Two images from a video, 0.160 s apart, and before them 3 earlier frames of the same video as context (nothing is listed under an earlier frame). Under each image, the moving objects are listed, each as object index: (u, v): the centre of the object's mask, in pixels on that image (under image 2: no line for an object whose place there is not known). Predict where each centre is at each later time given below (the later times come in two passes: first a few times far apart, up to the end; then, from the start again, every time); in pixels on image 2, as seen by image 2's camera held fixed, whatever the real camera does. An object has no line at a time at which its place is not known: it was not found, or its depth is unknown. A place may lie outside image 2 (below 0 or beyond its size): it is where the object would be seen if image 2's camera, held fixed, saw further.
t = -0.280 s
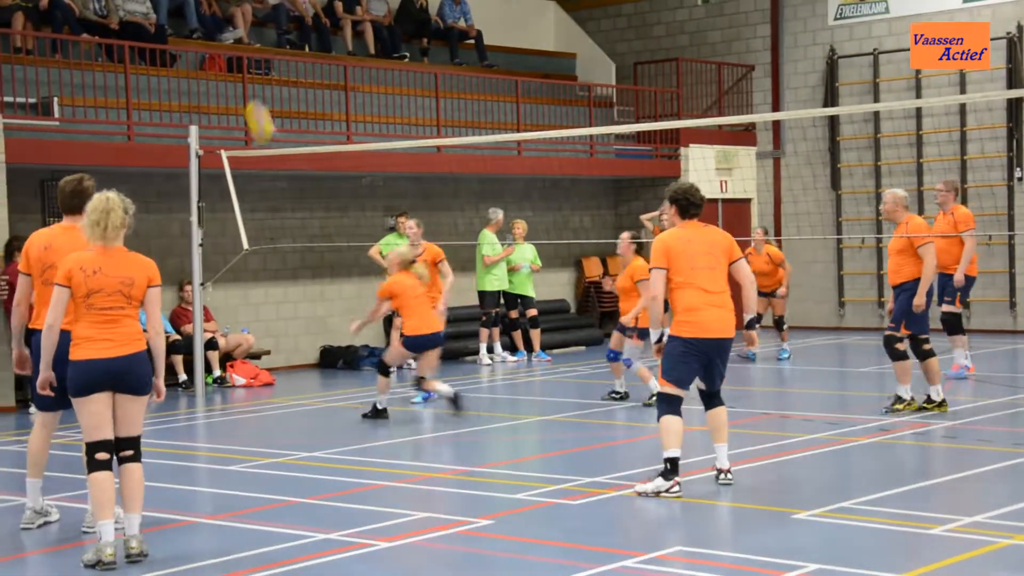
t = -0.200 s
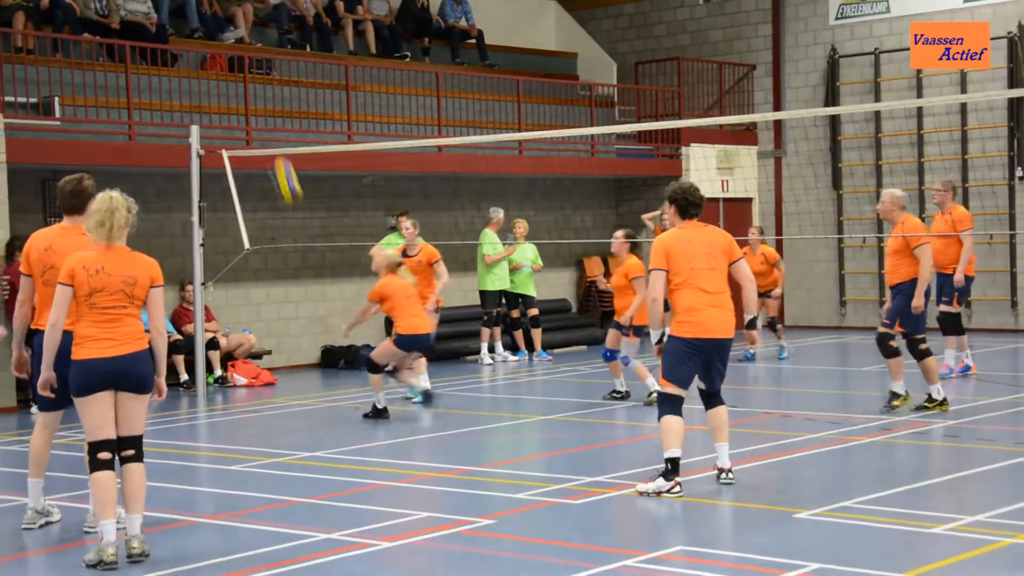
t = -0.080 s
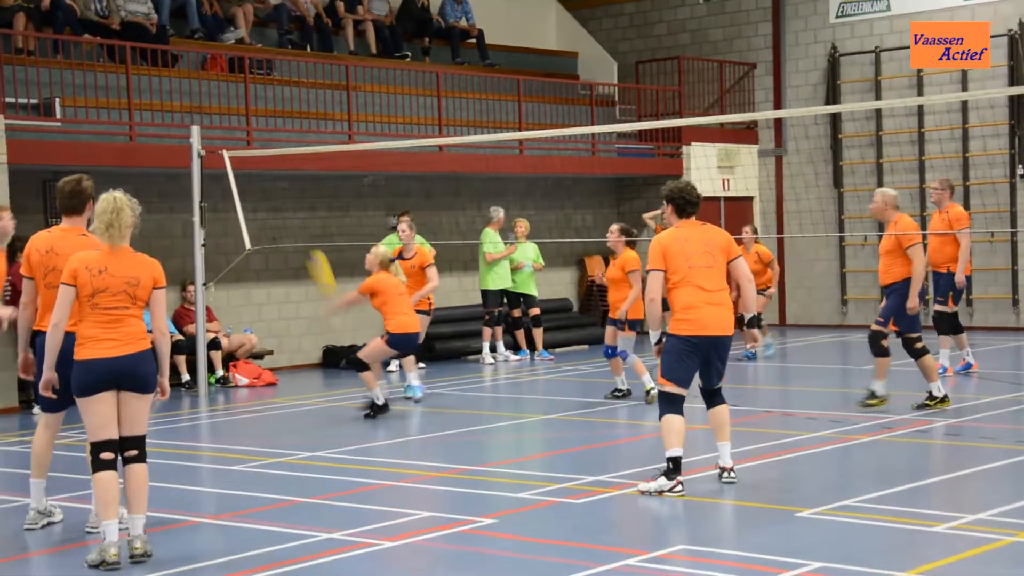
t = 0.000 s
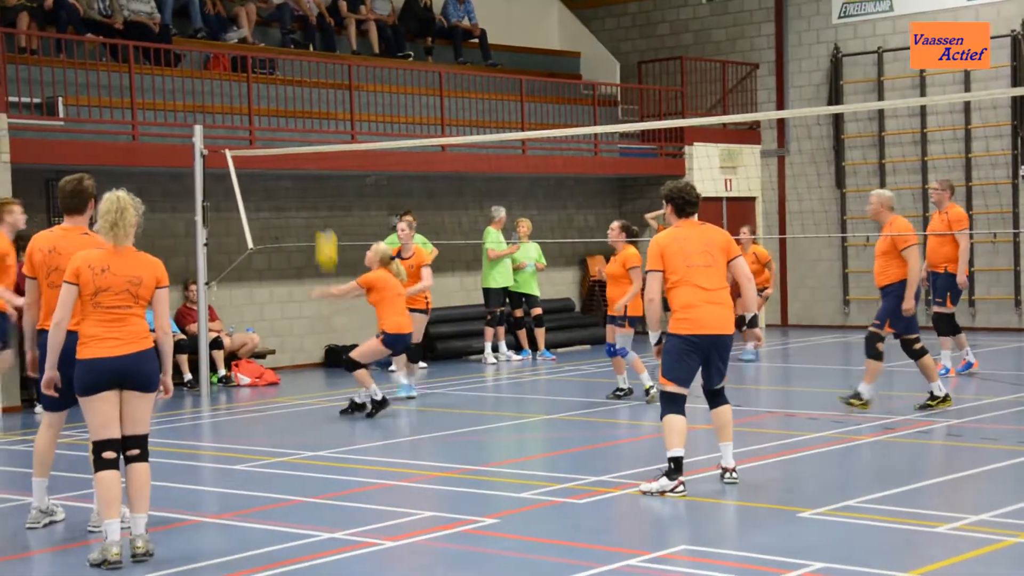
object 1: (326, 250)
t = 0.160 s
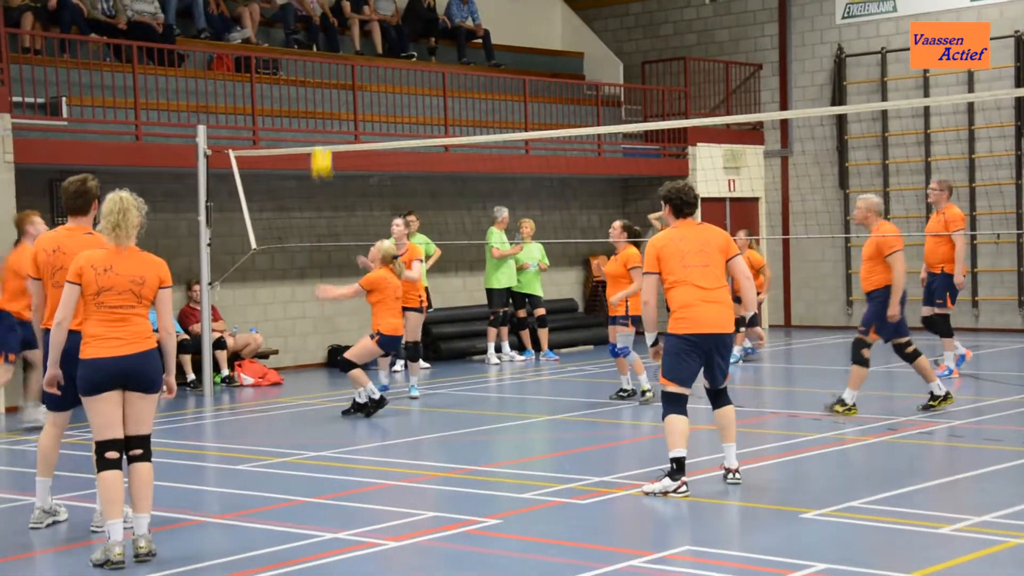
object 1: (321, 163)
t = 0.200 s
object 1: (319, 145)
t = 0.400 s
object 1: (311, 87)
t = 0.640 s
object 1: (302, 74)
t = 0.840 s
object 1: (297, 110)
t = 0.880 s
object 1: (296, 123)
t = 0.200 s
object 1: (319, 145)
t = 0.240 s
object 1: (317, 129)
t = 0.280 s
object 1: (315, 116)
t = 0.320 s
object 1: (314, 104)
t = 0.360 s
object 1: (312, 95)
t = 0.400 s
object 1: (311, 87)
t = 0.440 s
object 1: (309, 81)
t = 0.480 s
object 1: (308, 76)
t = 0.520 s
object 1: (306, 74)
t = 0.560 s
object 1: (304, 73)
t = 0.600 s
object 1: (303, 72)
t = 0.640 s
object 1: (302, 74)
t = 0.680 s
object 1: (301, 77)
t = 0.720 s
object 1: (300, 84)
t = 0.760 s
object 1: (299, 91)
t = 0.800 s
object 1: (298, 100)
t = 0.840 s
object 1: (297, 110)
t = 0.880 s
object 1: (296, 123)
